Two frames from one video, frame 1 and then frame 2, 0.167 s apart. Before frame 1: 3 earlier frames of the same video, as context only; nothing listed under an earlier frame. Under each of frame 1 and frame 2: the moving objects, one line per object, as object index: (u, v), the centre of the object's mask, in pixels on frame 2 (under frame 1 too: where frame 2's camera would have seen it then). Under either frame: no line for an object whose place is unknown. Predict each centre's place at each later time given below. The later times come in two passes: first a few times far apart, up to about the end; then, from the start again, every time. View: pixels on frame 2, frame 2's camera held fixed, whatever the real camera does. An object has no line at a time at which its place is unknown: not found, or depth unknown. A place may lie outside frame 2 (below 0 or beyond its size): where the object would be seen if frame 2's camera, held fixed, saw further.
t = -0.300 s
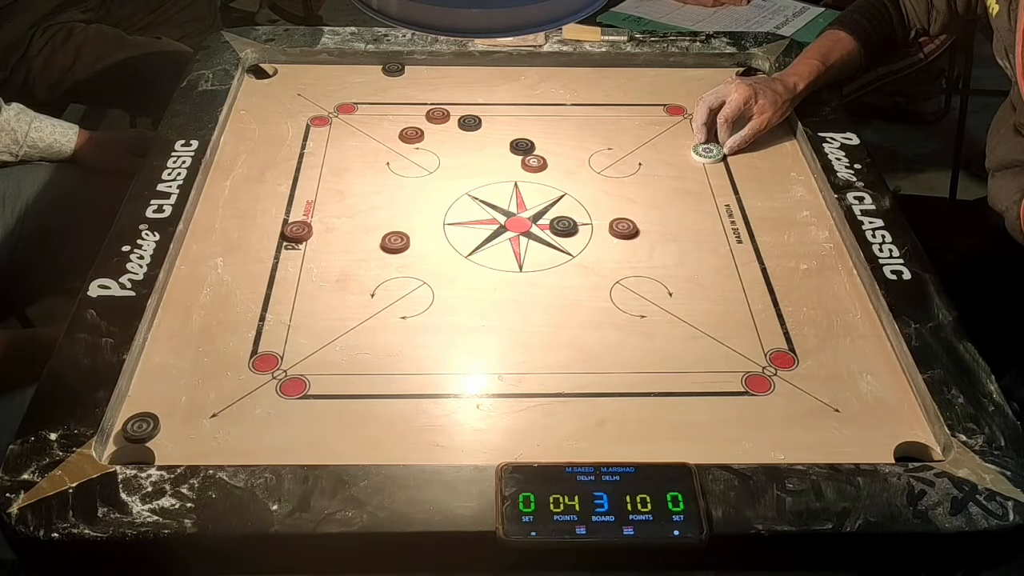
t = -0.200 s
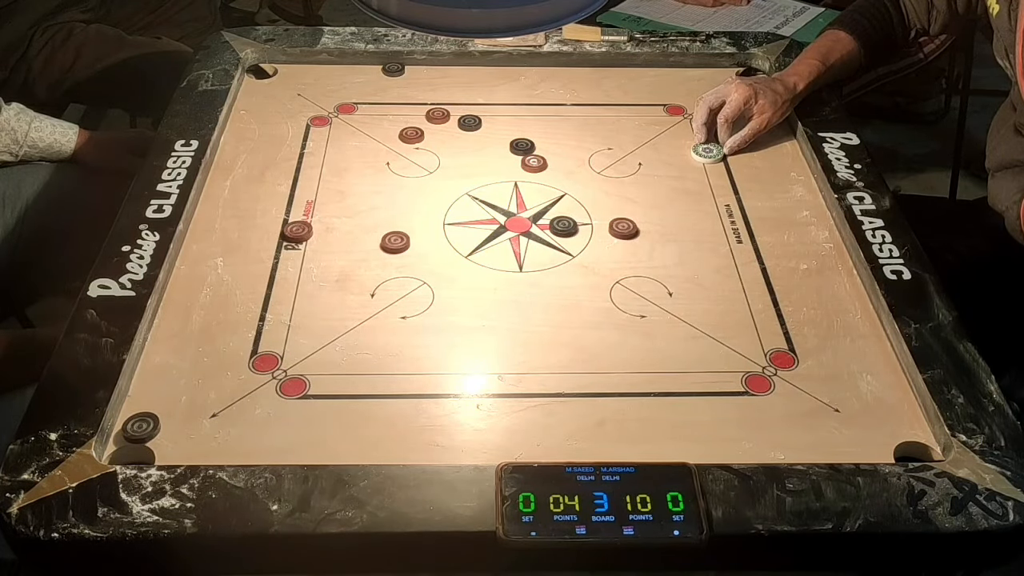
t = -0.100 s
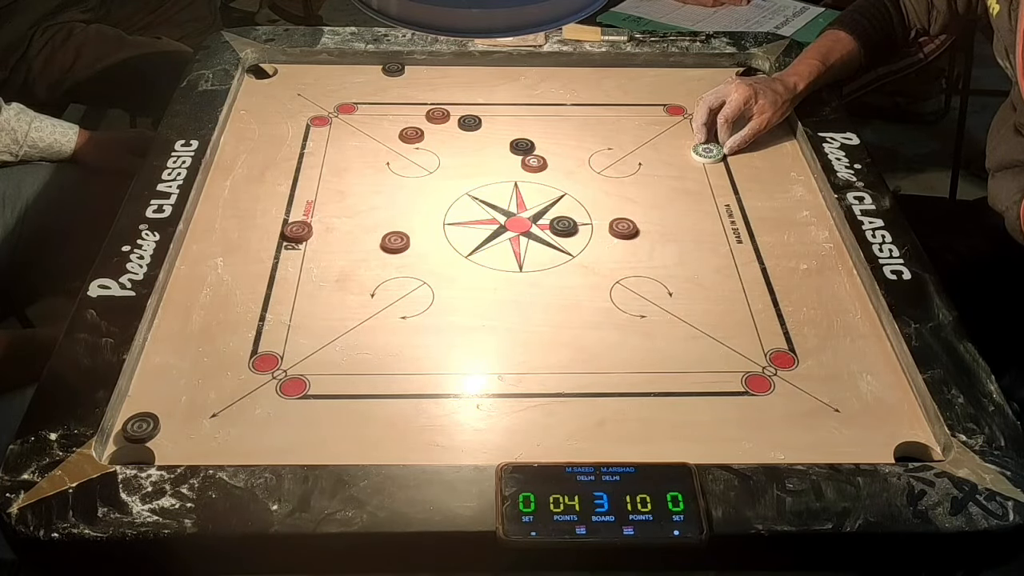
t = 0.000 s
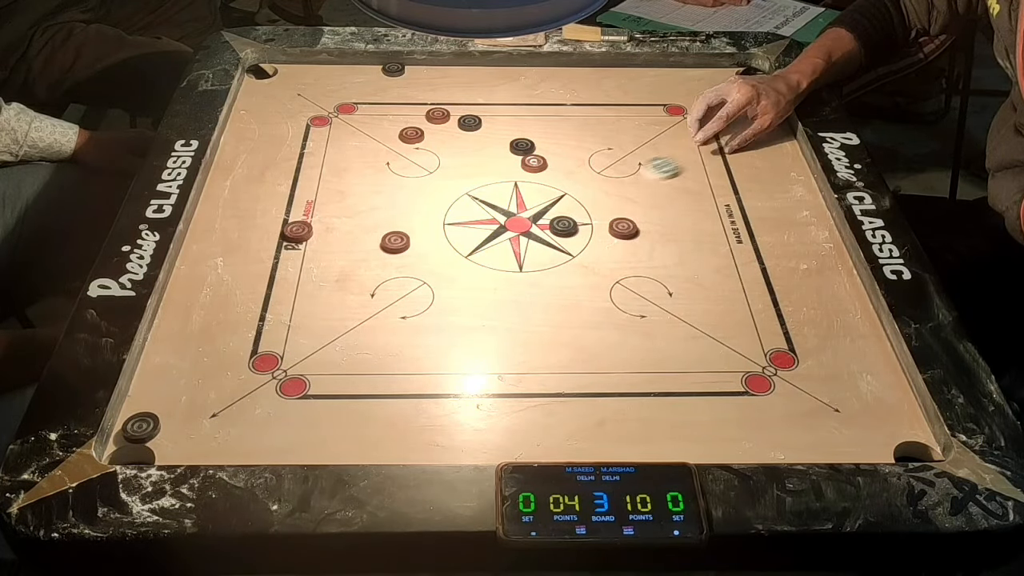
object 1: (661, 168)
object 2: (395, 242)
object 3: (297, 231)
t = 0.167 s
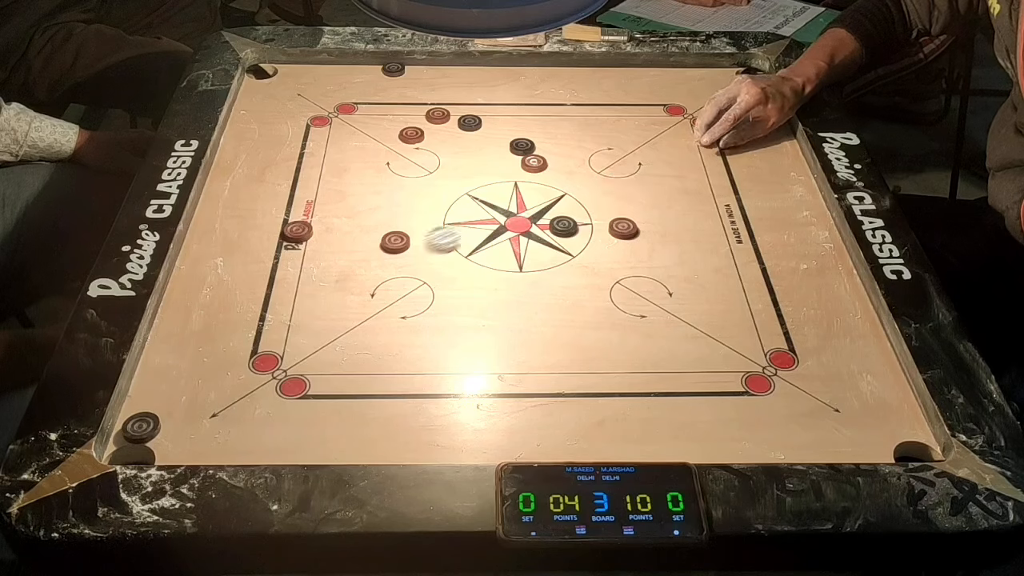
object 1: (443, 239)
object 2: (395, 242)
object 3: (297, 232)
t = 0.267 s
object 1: (366, 280)
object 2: (272, 262)
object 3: (277, 220)
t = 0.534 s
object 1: (219, 392)
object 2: (221, 327)
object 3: (242, 172)
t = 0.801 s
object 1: (181, 447)
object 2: (220, 320)
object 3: (251, 169)
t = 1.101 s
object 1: (183, 444)
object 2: (220, 320)
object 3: (251, 169)
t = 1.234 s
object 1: (183, 444)
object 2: (220, 320)
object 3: (251, 169)
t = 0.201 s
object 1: (412, 253)
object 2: (359, 243)
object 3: (297, 232)
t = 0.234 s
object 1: (389, 266)
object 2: (308, 247)
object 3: (295, 230)
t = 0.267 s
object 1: (366, 280)
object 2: (272, 262)
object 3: (277, 220)
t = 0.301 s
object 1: (344, 293)
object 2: (237, 275)
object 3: (261, 210)
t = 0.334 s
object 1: (322, 307)
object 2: (203, 289)
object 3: (247, 202)
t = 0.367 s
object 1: (300, 320)
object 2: (176, 302)
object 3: (235, 194)
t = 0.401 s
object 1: (279, 332)
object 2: (192, 315)
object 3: (224, 187)
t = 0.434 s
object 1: (259, 345)
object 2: (208, 327)
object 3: (219, 181)
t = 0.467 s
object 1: (241, 359)
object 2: (223, 334)
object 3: (228, 178)
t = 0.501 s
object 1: (229, 376)
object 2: (221, 332)
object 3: (235, 175)
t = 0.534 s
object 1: (219, 392)
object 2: (221, 327)
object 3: (242, 172)
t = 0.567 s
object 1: (209, 408)
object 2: (221, 324)
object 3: (246, 171)
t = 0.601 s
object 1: (200, 422)
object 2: (219, 324)
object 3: (250, 169)
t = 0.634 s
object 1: (191, 435)
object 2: (220, 321)
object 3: (251, 169)
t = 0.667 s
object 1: (186, 445)
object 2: (220, 320)
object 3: (251, 169)
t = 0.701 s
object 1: (180, 451)
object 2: (220, 320)
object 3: (251, 169)
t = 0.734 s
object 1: (178, 454)
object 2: (220, 320)
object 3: (251, 169)
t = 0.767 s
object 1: (179, 450)
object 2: (220, 320)
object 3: (251, 169)
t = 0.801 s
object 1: (181, 447)
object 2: (220, 320)
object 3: (251, 169)
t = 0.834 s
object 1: (182, 446)
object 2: (220, 320)
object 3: (251, 169)
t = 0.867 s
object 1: (183, 444)
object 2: (220, 320)
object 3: (251, 169)
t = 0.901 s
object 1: (183, 444)
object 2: (220, 320)
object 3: (251, 169)
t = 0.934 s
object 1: (183, 444)
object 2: (220, 320)
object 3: (251, 169)
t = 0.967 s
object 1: (183, 444)
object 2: (220, 320)
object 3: (251, 169)
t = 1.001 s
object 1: (183, 444)
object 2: (220, 320)
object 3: (251, 169)
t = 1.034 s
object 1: (183, 444)
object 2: (220, 320)
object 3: (251, 169)
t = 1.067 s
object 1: (183, 444)
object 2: (220, 320)
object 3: (251, 169)
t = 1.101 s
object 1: (183, 444)
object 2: (220, 320)
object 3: (251, 169)
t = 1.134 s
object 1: (183, 444)
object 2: (220, 320)
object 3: (251, 169)
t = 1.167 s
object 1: (183, 444)
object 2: (220, 320)
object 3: (251, 169)
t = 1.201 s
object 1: (183, 444)
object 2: (220, 320)
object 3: (251, 169)
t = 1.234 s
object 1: (183, 444)
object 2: (220, 320)
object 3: (251, 169)
